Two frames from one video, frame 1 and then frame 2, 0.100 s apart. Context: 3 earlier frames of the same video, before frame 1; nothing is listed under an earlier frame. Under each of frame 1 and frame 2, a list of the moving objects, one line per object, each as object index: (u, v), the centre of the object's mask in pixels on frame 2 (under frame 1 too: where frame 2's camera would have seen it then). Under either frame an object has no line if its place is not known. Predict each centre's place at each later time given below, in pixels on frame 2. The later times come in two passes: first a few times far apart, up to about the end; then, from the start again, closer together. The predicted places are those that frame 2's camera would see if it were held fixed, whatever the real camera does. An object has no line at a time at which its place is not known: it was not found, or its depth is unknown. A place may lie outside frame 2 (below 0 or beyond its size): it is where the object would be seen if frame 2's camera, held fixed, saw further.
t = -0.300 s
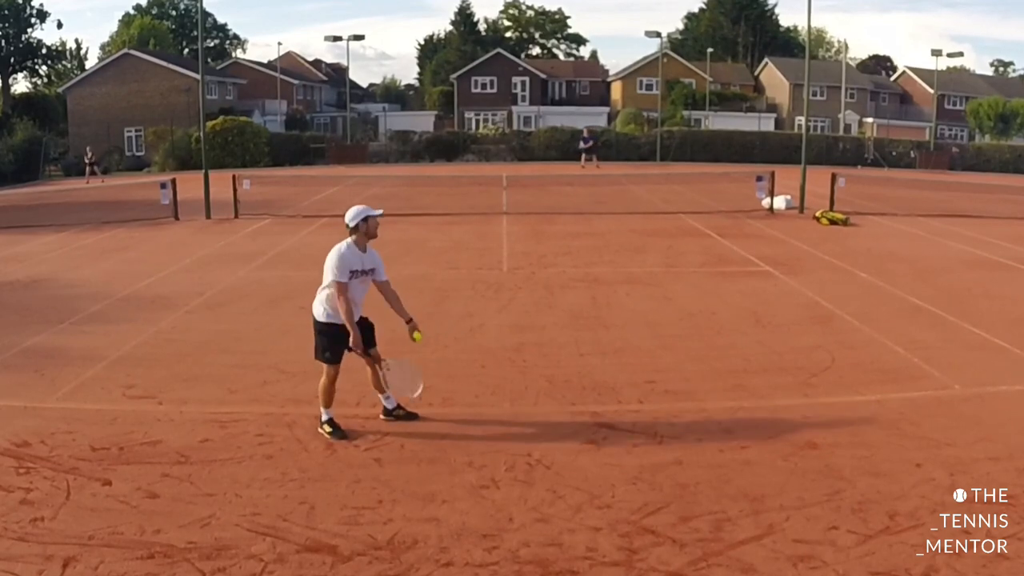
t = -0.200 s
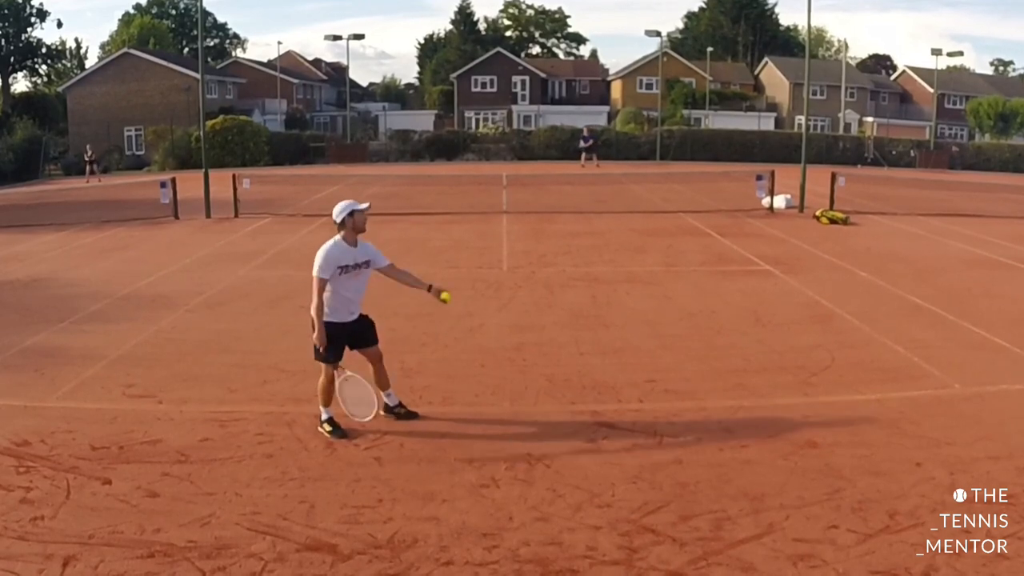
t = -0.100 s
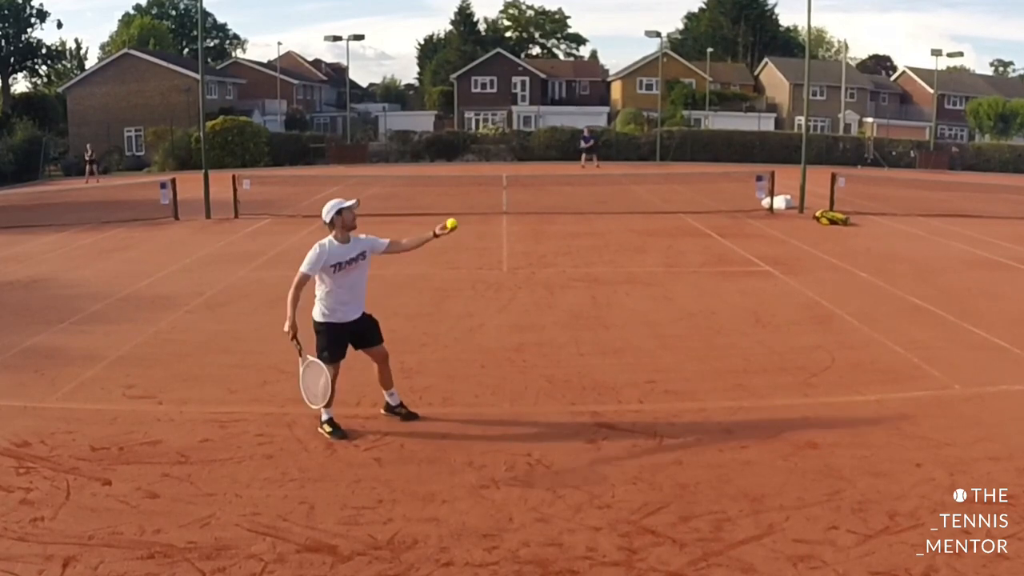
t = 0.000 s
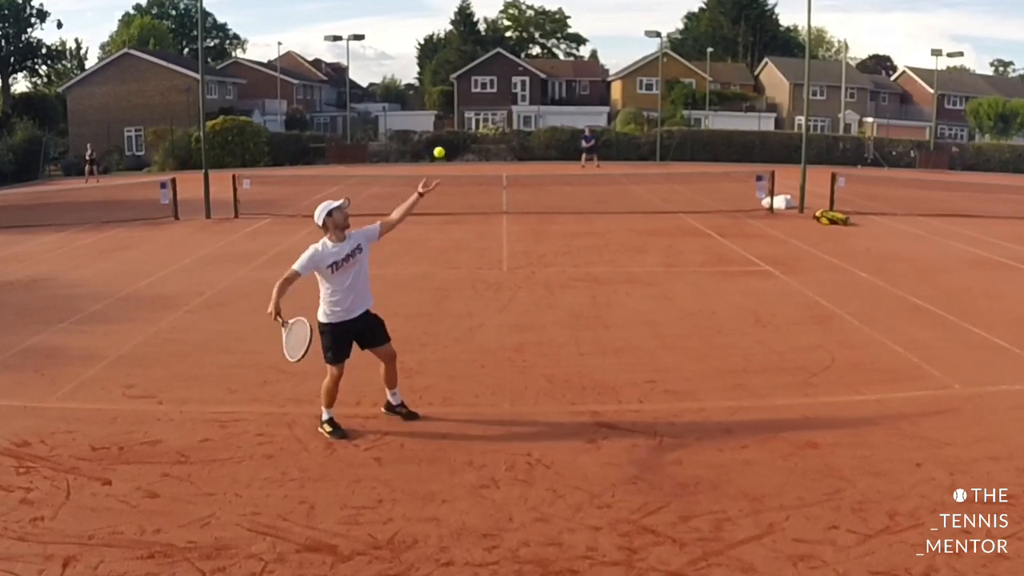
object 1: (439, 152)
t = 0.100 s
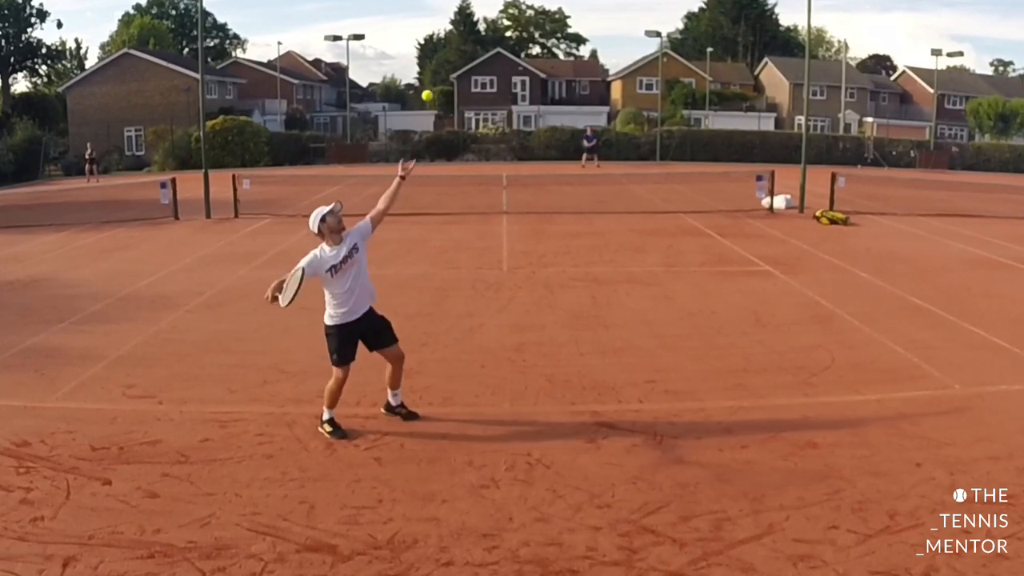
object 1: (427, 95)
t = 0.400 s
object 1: (394, 11)
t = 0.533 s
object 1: (380, 13)
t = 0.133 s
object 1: (423, 79)
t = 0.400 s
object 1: (394, 11)
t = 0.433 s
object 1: (391, 9)
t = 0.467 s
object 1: (387, 9)
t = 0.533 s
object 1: (380, 13)
